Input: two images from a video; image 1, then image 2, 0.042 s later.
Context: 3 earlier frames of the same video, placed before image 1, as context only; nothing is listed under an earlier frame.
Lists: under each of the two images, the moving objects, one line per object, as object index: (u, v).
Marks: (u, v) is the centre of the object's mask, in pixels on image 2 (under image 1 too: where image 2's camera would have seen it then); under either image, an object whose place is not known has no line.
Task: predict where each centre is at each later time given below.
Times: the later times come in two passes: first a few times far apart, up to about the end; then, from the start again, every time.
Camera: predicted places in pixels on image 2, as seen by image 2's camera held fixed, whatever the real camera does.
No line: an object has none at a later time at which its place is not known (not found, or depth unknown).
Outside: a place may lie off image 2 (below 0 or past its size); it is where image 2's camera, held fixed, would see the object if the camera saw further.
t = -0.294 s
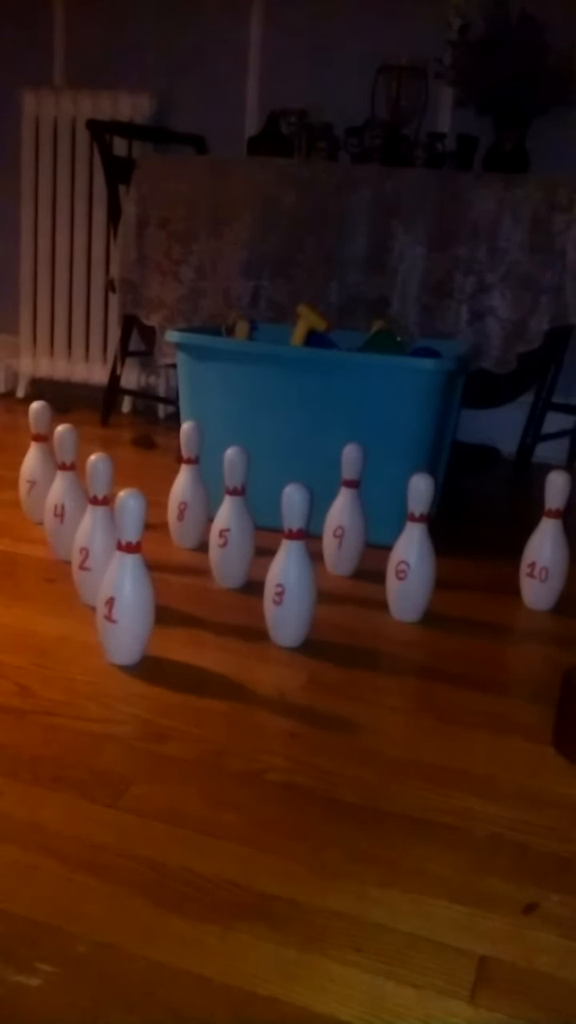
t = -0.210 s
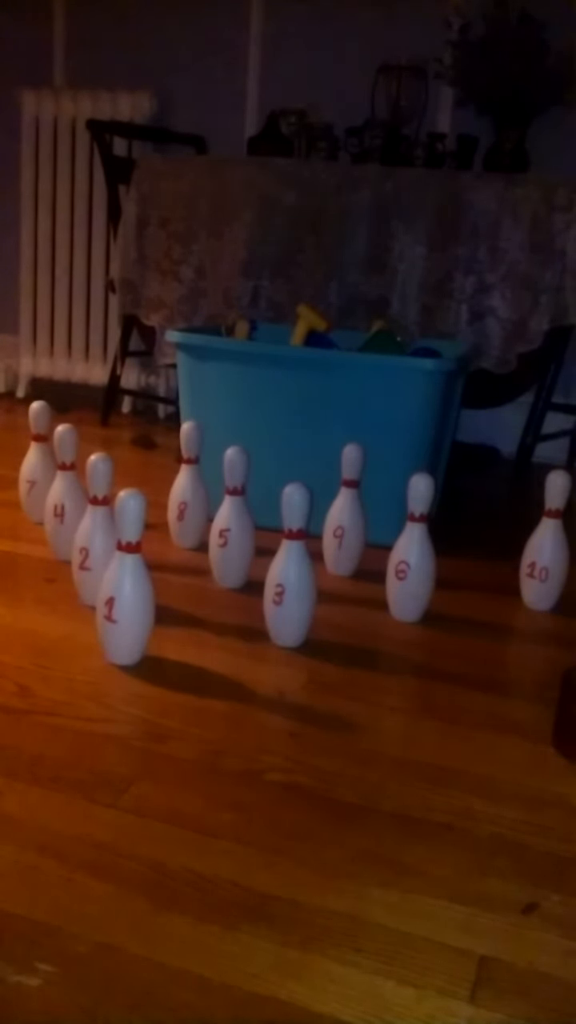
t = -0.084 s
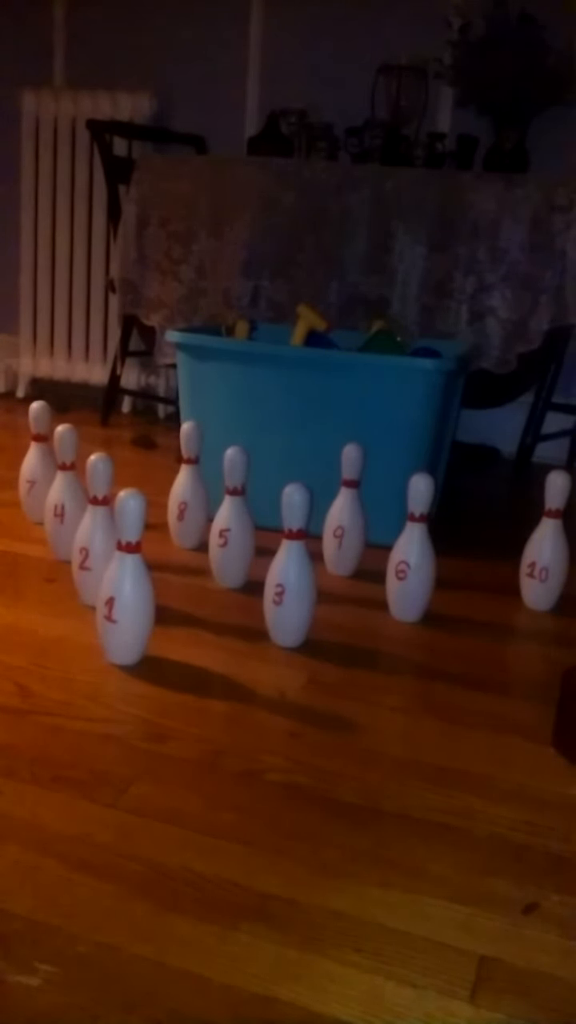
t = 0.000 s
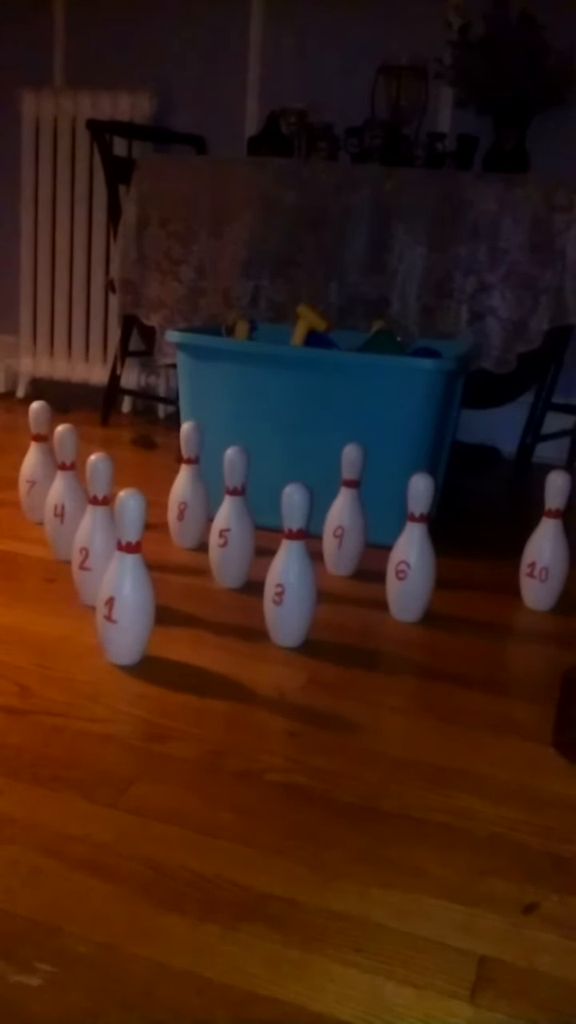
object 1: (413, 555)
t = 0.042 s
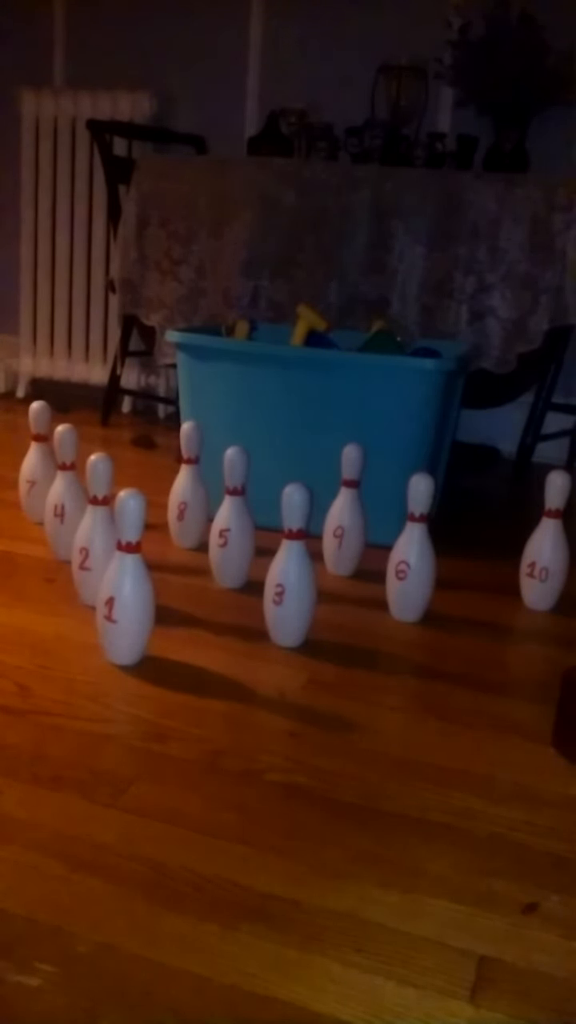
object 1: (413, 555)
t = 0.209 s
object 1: (413, 555)
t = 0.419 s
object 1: (413, 556)
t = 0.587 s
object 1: (415, 557)
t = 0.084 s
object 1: (413, 555)
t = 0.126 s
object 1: (413, 555)
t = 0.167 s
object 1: (413, 555)
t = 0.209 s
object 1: (413, 555)
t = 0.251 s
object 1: (413, 555)
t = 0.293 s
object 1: (413, 555)
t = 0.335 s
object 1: (413, 555)
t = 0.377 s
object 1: (413, 555)
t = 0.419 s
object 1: (413, 556)
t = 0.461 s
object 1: (413, 557)
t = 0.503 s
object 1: (415, 545)
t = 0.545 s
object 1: (415, 545)
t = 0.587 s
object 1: (415, 557)
